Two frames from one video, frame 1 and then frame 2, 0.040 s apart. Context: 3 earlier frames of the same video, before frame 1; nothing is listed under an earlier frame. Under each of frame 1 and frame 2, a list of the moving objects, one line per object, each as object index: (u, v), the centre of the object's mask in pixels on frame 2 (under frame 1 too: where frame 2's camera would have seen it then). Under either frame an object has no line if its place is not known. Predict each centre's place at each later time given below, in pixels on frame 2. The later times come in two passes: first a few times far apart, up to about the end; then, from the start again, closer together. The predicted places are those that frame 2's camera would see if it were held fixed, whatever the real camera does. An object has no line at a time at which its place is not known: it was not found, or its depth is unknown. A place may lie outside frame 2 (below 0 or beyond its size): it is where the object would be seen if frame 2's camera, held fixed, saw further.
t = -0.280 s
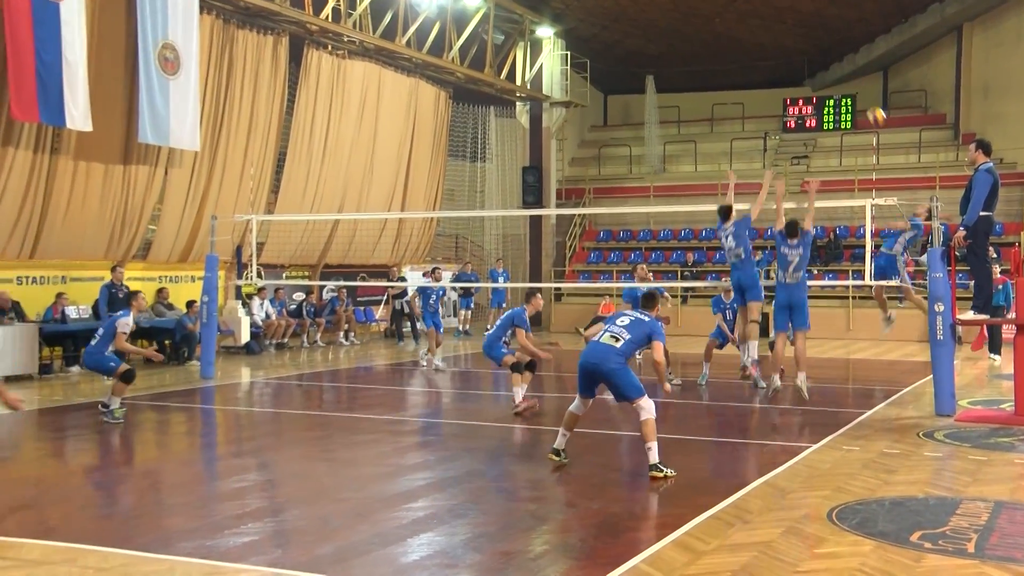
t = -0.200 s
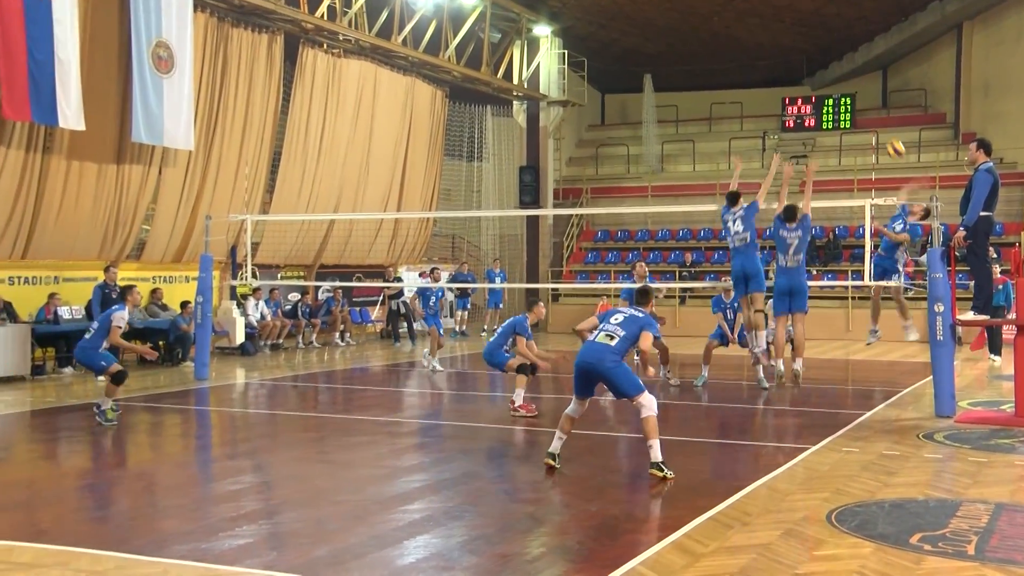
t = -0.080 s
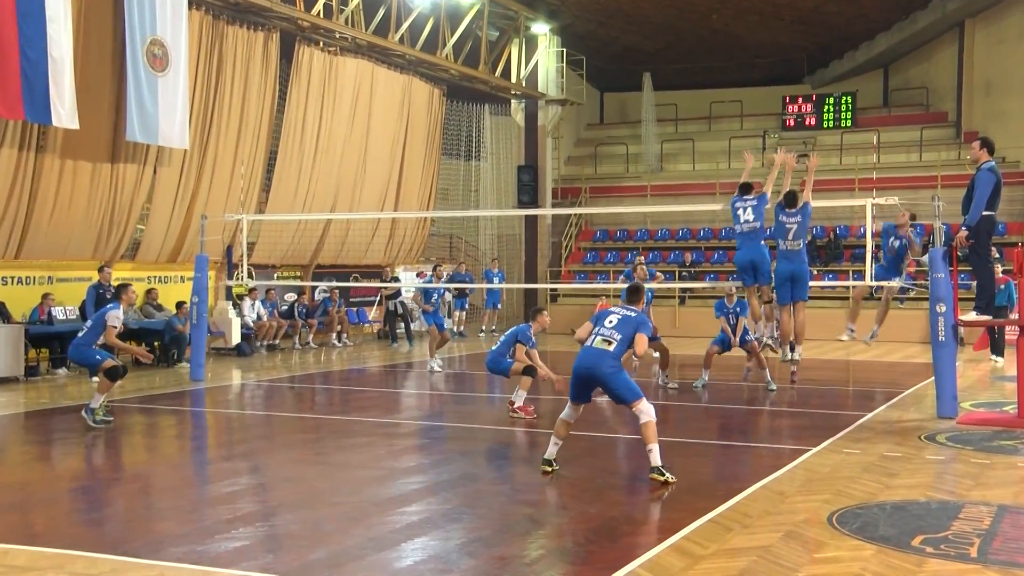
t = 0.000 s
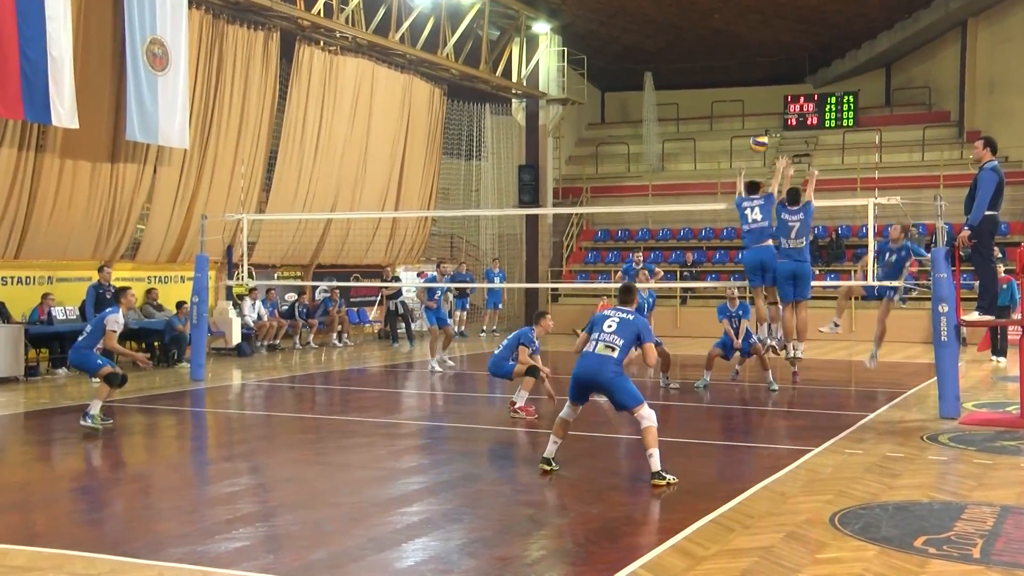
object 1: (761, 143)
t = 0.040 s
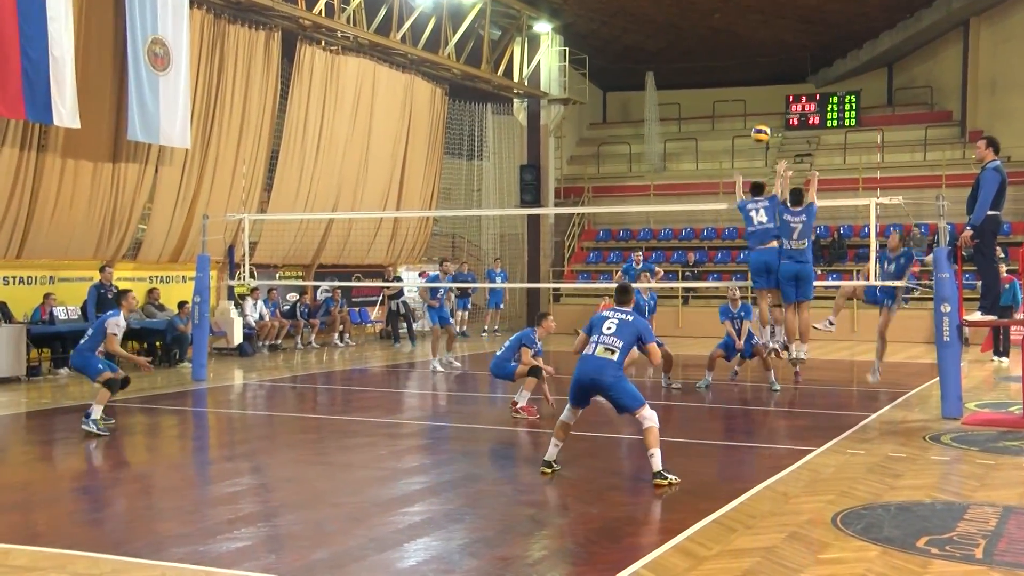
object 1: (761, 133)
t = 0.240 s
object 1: (763, 107)
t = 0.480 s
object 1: (761, 125)
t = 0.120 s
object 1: (762, 118)
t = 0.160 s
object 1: (762, 112)
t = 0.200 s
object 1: (763, 109)
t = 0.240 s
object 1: (763, 107)
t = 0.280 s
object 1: (764, 106)
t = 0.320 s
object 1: (763, 106)
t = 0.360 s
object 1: (763, 108)
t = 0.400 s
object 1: (763, 112)
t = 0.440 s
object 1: (761, 117)
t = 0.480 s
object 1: (761, 125)
